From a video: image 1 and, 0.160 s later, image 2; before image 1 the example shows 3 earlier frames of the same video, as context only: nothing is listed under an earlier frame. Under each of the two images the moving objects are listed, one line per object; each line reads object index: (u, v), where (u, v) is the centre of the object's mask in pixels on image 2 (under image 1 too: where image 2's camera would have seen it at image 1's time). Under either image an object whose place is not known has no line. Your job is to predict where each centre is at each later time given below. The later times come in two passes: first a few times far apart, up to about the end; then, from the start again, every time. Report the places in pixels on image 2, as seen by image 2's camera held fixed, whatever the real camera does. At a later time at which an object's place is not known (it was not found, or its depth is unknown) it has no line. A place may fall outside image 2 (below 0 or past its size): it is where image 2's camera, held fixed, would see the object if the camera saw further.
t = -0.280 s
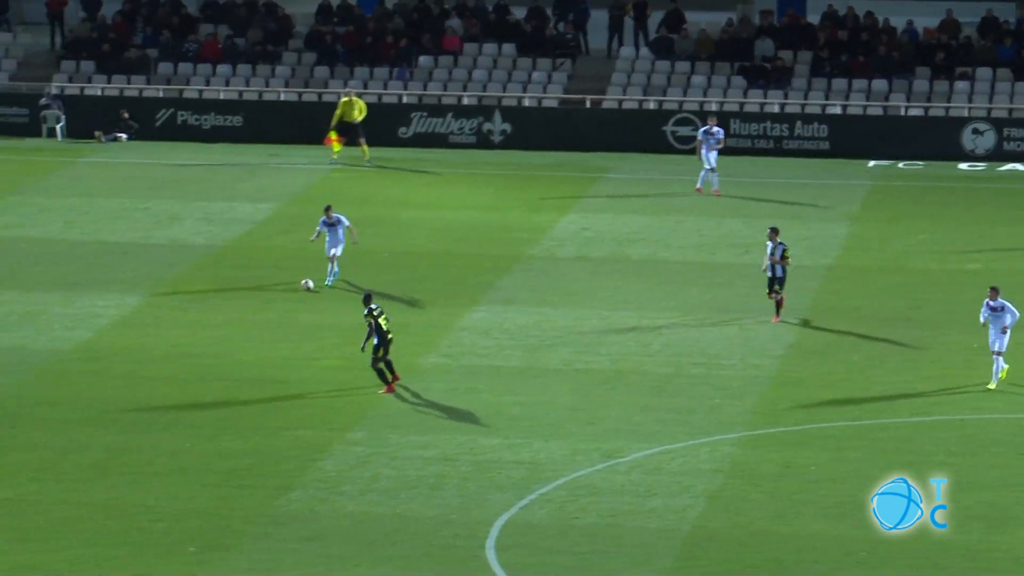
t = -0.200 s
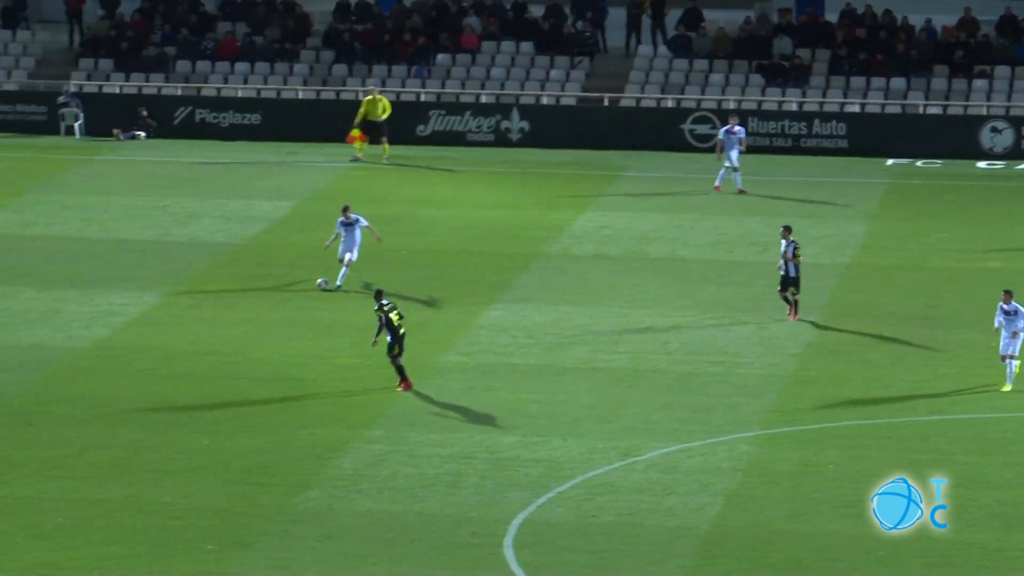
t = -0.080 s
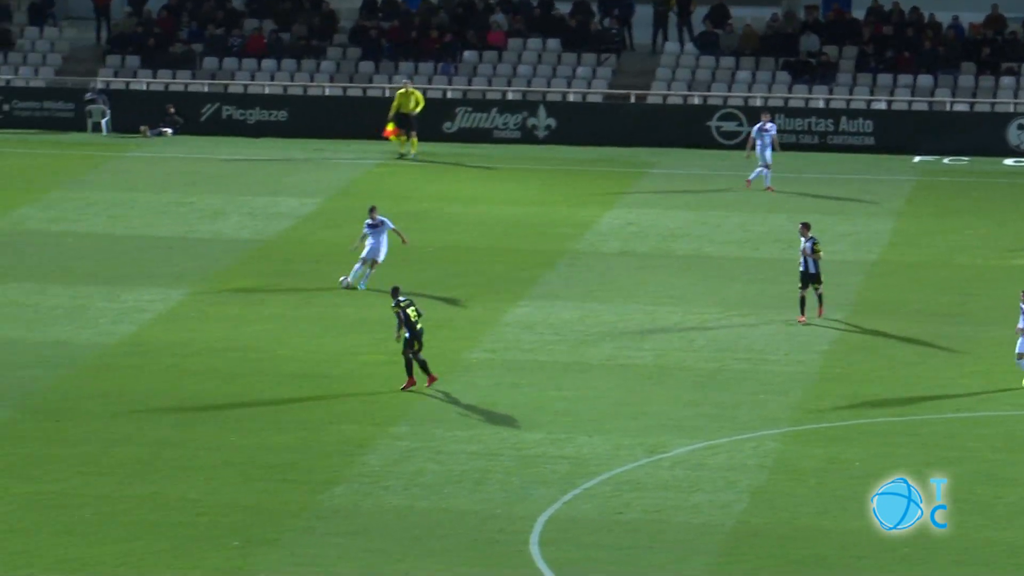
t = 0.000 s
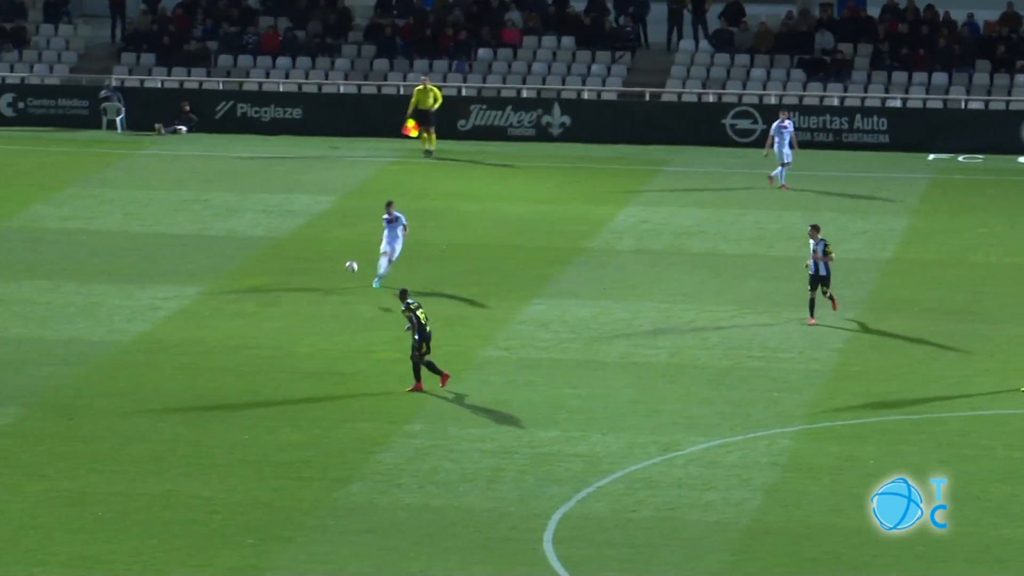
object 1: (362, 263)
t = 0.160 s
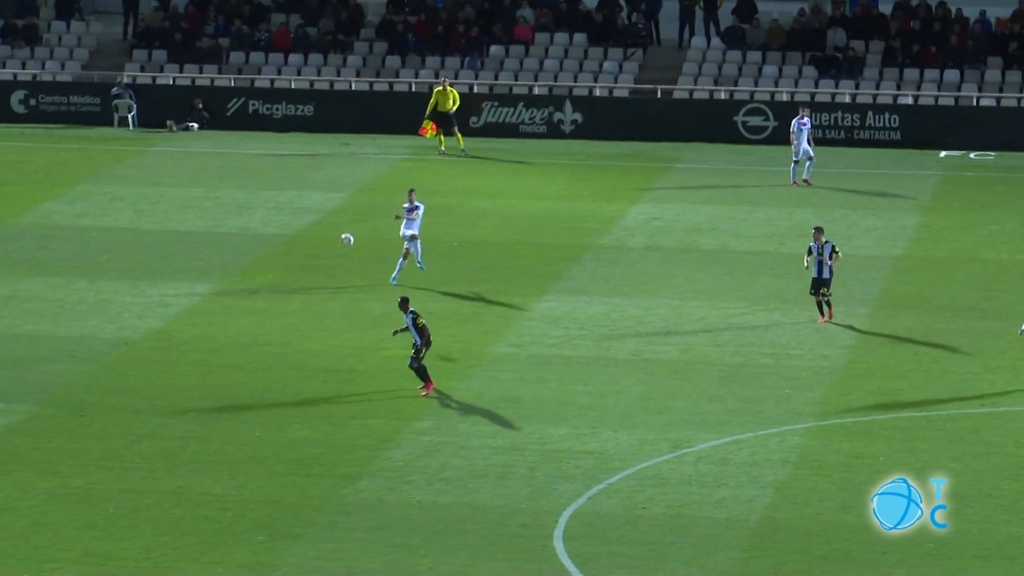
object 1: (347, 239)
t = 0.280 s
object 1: (337, 224)
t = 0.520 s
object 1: (324, 201)
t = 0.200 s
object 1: (343, 234)
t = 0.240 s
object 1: (340, 230)
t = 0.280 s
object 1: (337, 224)
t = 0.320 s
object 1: (334, 219)
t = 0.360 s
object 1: (332, 215)
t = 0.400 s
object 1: (330, 210)
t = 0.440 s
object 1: (328, 207)
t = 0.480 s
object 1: (326, 204)
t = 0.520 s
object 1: (324, 201)
